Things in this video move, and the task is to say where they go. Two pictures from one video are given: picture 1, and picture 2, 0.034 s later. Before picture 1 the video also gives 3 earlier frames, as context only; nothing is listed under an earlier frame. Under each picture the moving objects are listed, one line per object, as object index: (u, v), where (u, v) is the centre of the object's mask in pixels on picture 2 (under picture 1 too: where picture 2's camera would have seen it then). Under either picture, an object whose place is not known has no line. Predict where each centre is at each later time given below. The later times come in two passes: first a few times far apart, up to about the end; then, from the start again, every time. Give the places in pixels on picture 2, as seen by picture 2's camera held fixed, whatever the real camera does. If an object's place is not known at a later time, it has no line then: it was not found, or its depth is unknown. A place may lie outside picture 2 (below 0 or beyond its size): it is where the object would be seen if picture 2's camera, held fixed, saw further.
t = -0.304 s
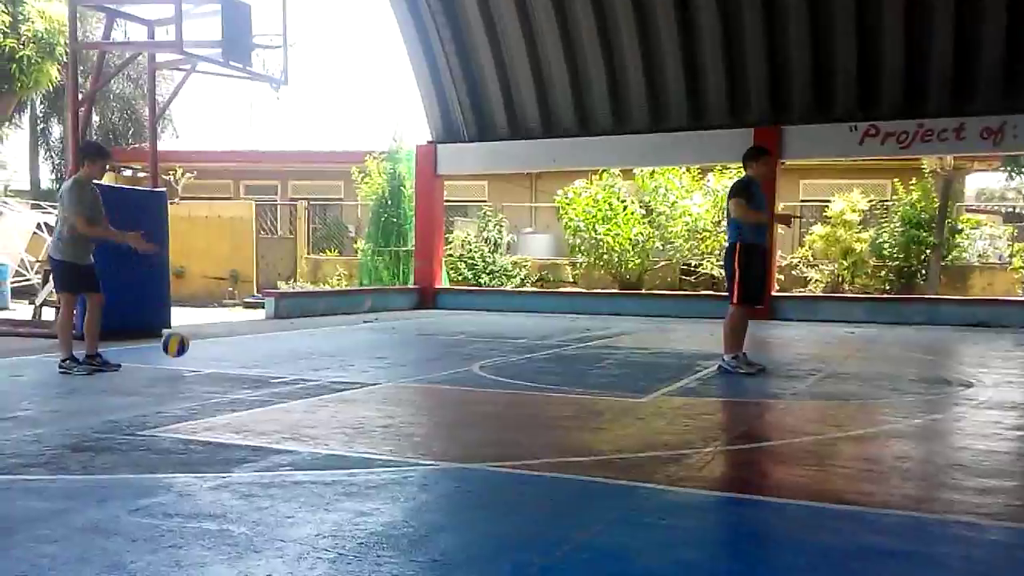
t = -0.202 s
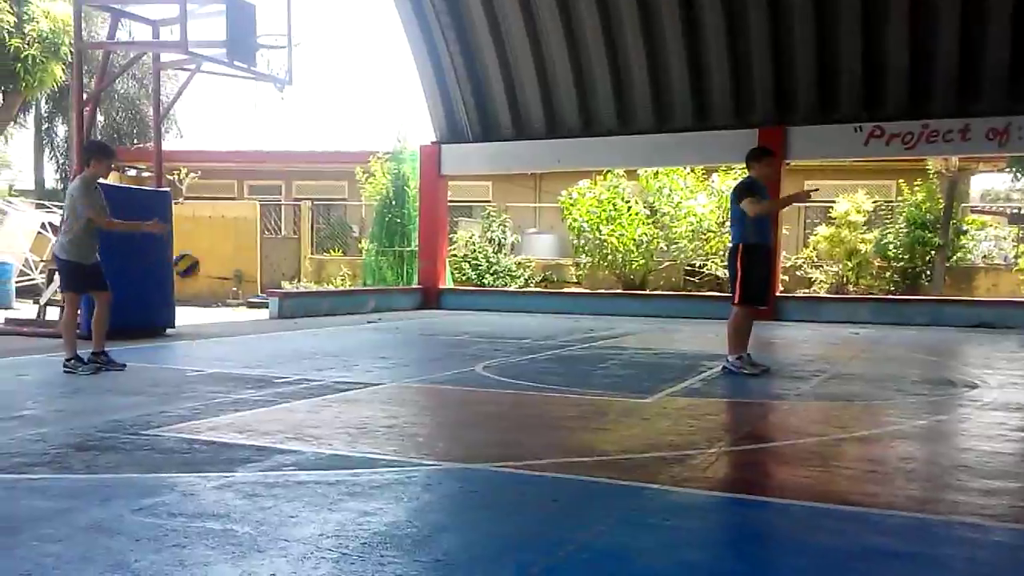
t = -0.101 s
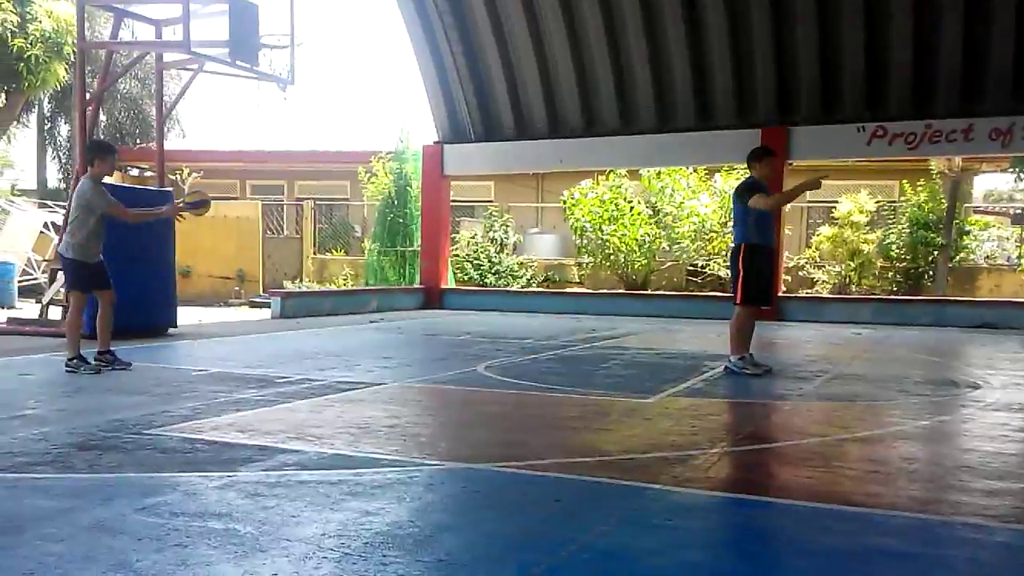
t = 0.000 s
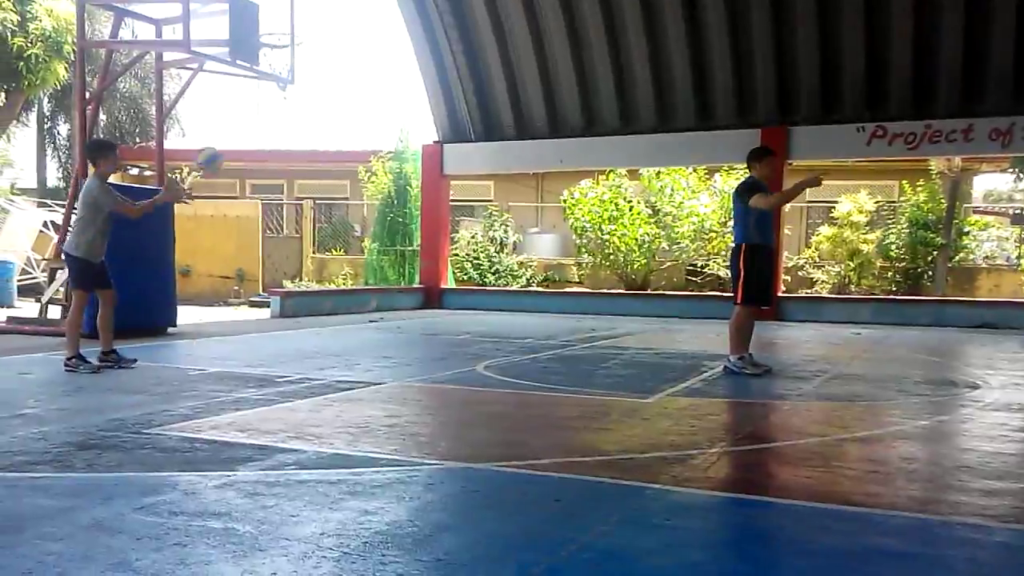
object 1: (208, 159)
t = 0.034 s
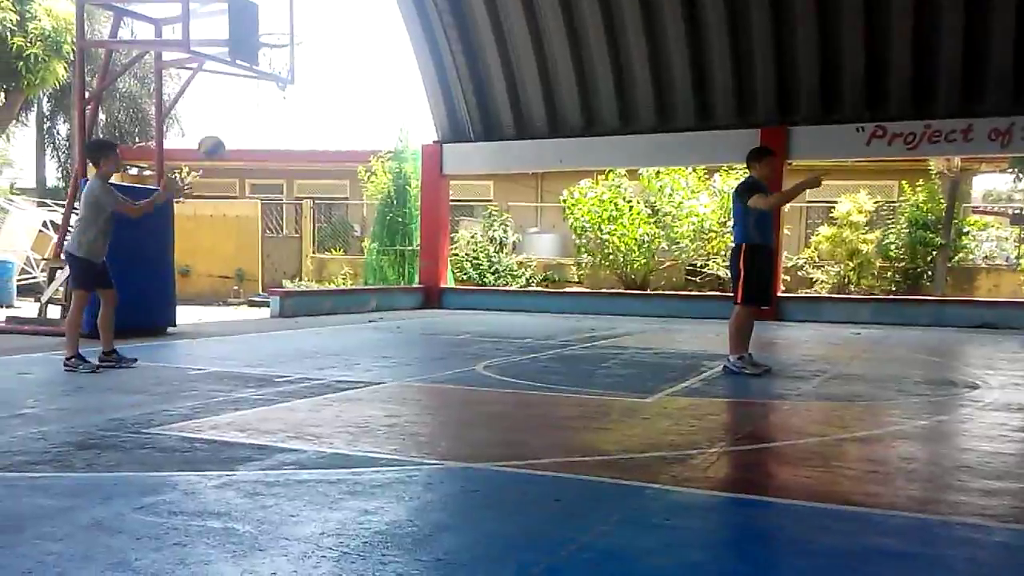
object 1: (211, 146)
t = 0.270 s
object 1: (238, 113)
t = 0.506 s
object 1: (263, 147)
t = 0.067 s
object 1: (215, 139)
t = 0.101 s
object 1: (219, 131)
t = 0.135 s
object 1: (223, 124)
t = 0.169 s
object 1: (227, 119)
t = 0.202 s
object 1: (230, 116)
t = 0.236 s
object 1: (234, 113)
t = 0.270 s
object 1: (238, 113)
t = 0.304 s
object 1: (241, 113)
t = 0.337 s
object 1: (245, 116)
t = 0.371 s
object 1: (249, 119)
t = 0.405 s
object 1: (252, 124)
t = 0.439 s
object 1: (256, 131)
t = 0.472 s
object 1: (260, 139)
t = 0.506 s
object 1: (263, 147)
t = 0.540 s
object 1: (266, 158)
